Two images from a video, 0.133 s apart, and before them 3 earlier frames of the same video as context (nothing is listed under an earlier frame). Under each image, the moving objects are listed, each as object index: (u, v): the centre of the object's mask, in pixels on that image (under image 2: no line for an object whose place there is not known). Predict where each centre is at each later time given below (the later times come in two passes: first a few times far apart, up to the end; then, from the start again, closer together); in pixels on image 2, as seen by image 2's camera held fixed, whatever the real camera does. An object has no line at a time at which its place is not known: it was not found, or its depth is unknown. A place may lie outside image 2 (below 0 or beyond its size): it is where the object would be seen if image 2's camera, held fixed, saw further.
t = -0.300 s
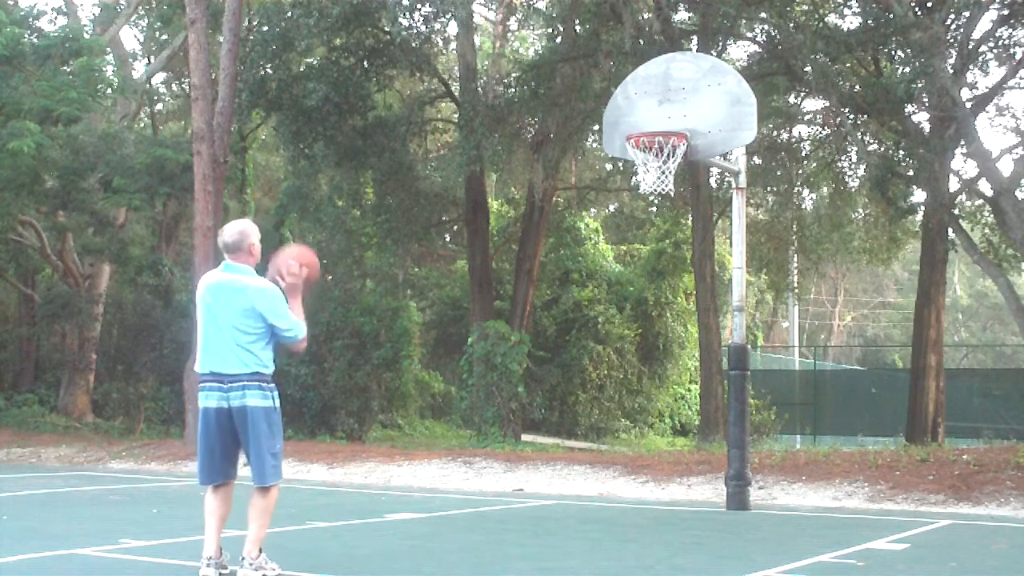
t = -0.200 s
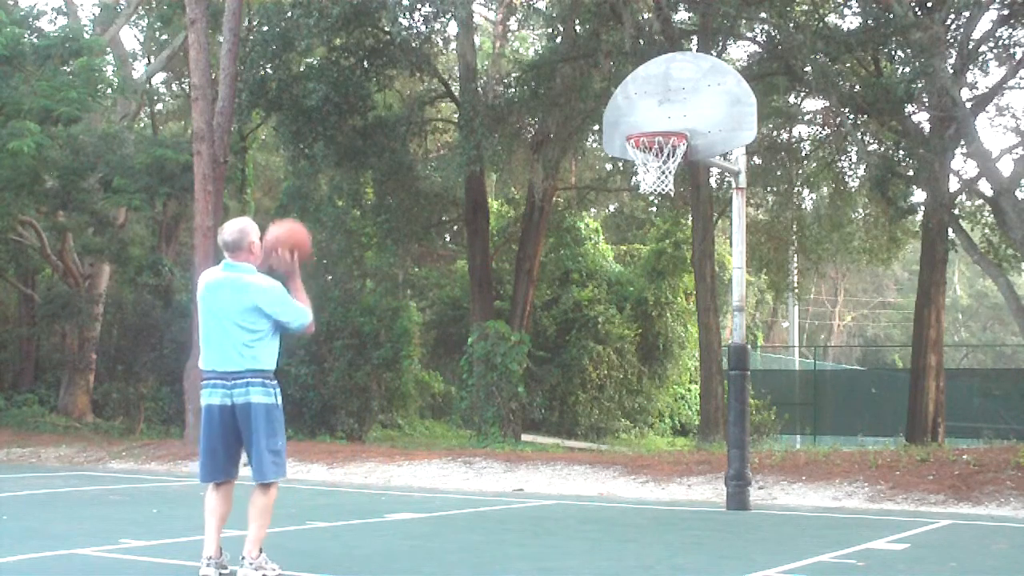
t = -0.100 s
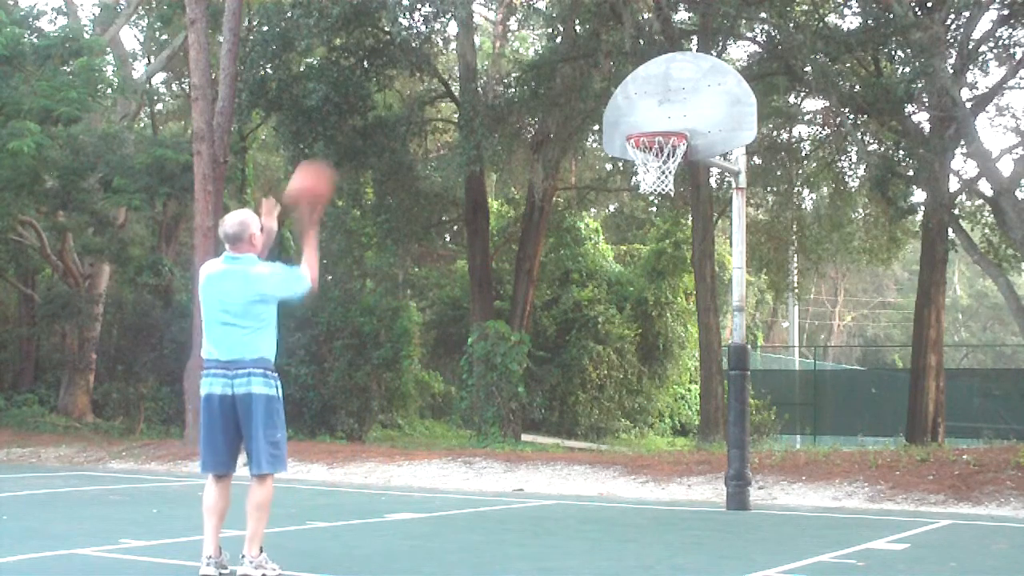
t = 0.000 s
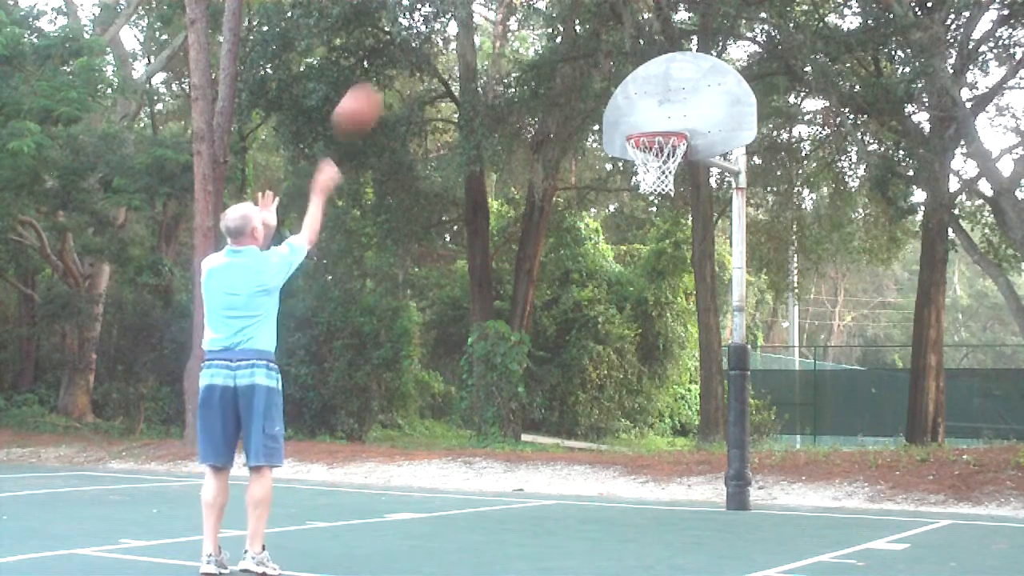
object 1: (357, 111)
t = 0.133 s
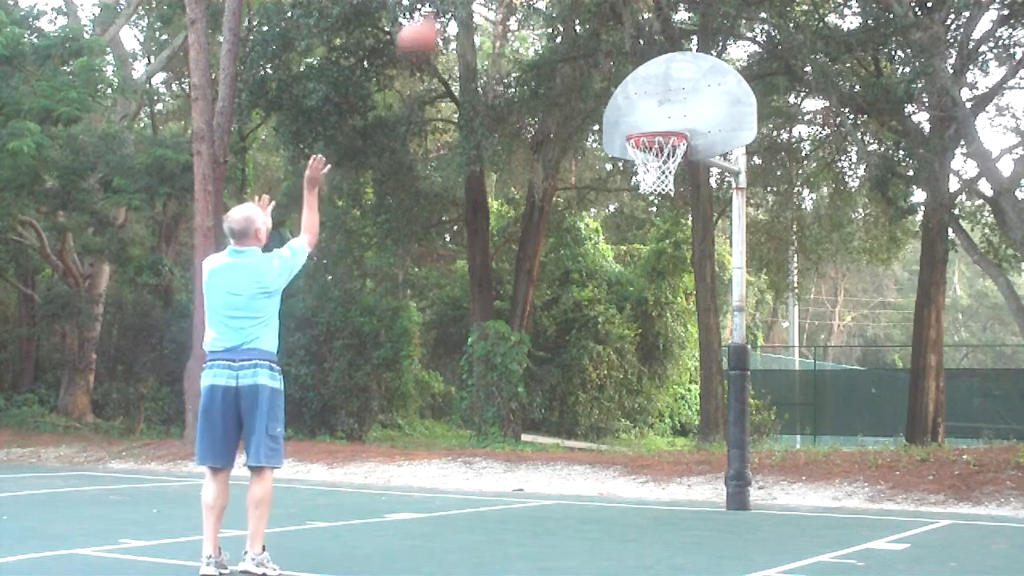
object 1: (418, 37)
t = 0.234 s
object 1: (457, 9)
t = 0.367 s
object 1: (509, 3)
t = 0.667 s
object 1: (602, 34)
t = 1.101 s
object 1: (652, 251)
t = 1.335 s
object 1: (635, 445)
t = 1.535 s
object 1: (616, 413)
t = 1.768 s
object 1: (591, 293)
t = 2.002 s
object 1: (562, 242)
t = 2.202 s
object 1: (534, 254)
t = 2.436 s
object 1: (498, 346)
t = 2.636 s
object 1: (465, 509)
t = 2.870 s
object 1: (438, 402)
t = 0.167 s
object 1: (434, 23)
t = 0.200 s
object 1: (449, 14)
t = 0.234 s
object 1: (457, 9)
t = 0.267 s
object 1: (471, 7)
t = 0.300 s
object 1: (487, 4)
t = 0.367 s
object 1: (509, 3)
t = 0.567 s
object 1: (576, 10)
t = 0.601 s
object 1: (583, 14)
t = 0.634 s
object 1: (593, 23)
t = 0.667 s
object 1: (602, 34)
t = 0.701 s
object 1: (611, 46)
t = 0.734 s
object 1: (619, 58)
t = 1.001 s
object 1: (660, 195)
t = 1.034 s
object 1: (656, 210)
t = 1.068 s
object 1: (653, 228)
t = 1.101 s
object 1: (652, 251)
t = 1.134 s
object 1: (649, 274)
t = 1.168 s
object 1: (647, 298)
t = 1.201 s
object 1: (645, 324)
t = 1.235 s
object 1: (643, 351)
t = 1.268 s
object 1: (640, 381)
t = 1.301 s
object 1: (638, 412)
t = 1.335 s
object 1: (635, 445)
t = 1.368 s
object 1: (634, 481)
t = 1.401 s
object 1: (630, 507)
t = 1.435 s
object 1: (627, 478)
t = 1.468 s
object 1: (625, 455)
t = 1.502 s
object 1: (619, 432)
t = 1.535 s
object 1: (616, 413)
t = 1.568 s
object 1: (613, 391)
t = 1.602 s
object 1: (609, 372)
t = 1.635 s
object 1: (606, 354)
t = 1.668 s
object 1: (601, 337)
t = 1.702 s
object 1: (599, 323)
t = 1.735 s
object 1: (595, 309)
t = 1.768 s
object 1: (591, 293)
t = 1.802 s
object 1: (587, 285)
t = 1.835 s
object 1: (583, 273)
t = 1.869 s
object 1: (578, 264)
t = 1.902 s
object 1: (575, 256)
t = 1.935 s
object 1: (570, 251)
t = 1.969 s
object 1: (566, 246)
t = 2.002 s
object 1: (562, 242)
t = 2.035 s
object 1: (558, 240)
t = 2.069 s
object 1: (553, 240)
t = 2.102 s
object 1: (549, 241)
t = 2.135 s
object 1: (544, 244)
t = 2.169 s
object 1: (539, 249)
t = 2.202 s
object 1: (534, 254)
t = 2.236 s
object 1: (530, 262)
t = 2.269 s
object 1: (524, 272)
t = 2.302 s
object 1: (519, 283)
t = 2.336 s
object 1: (515, 297)
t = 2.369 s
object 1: (510, 311)
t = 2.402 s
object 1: (505, 328)
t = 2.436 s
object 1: (498, 346)
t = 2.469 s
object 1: (493, 368)
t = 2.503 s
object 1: (488, 388)
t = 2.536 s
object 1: (483, 413)
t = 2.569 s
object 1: (476, 441)
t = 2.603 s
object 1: (471, 472)
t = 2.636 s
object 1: (465, 509)
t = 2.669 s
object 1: (460, 525)
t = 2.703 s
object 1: (456, 501)
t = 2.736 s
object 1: (451, 477)
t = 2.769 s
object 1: (447, 454)
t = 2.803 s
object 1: (443, 434)
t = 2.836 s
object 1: (440, 417)
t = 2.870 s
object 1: (438, 402)
